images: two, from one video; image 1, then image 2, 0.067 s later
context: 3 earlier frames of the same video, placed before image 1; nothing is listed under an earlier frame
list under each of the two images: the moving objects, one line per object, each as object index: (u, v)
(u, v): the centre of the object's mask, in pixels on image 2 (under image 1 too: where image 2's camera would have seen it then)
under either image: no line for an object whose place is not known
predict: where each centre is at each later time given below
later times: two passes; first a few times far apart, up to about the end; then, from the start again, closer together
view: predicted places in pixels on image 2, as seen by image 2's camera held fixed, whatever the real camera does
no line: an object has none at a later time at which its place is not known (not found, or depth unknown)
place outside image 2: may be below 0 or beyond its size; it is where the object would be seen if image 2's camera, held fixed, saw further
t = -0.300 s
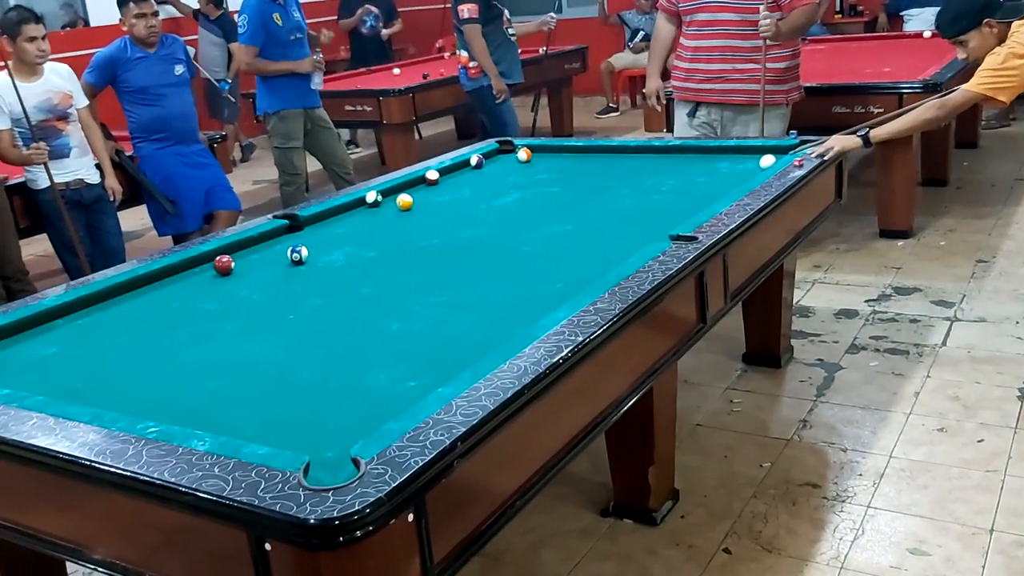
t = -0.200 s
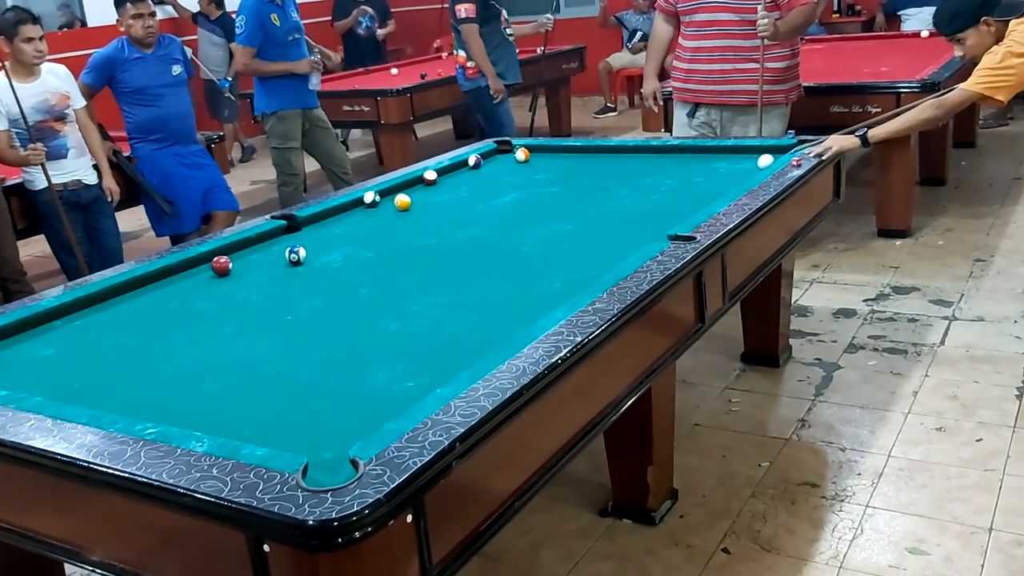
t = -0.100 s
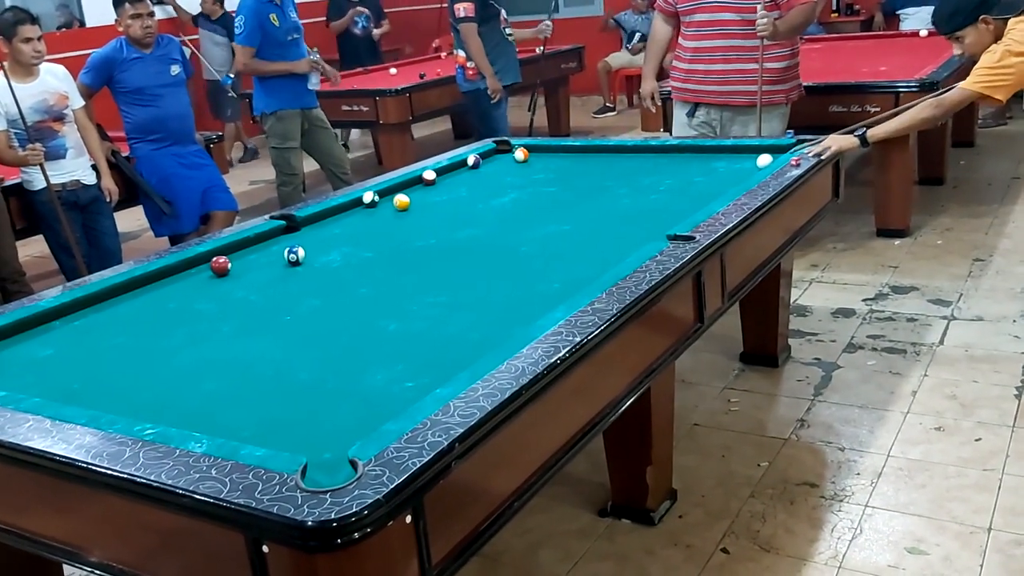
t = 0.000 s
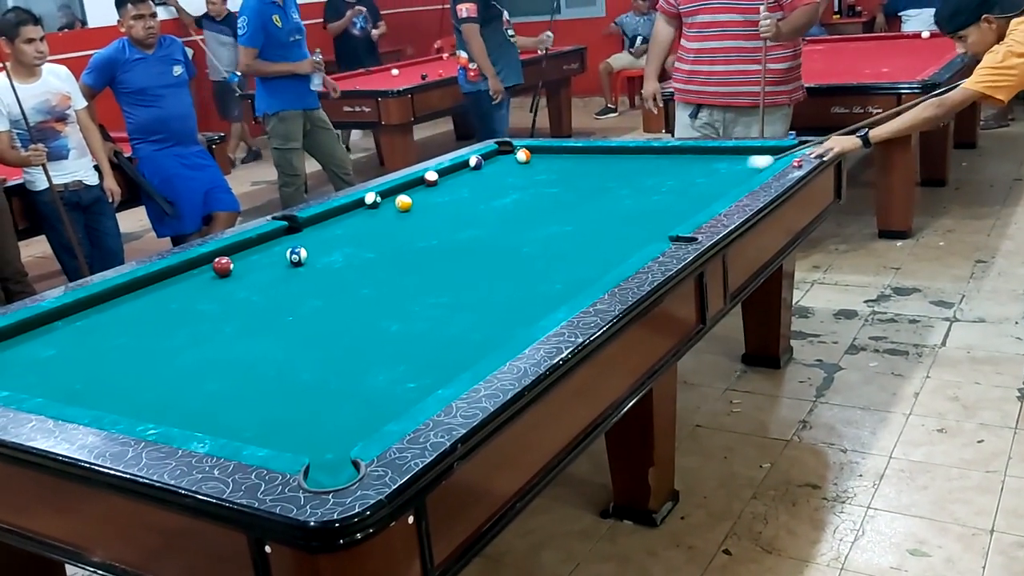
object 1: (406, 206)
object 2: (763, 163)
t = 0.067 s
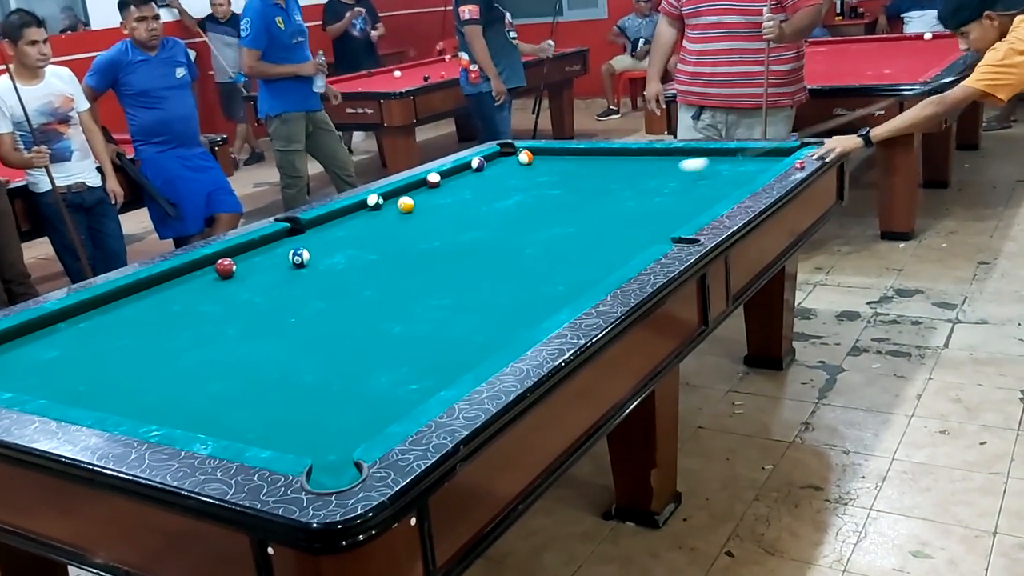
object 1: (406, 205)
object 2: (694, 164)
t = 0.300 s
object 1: (406, 205)
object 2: (469, 195)
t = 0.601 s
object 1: (304, 232)
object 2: (411, 193)
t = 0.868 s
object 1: (278, 257)
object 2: (470, 192)
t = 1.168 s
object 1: (244, 289)
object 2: (533, 191)
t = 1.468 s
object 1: (203, 326)
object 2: (594, 190)
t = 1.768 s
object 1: (156, 370)
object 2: (653, 189)
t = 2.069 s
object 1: (133, 407)
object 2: (710, 188)
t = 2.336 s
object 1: (224, 386)
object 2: (728, 186)
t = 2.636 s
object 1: (313, 364)
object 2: (697, 185)
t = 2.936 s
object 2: (670, 185)
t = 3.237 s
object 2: (647, 184)
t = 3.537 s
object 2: (629, 183)
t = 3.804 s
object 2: (615, 183)
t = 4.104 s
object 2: (602, 183)
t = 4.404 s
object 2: (594, 183)
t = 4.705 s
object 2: (589, 182)
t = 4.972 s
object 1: (553, 286)
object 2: (588, 183)
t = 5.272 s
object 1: (550, 285)
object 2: (587, 183)
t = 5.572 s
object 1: (551, 286)
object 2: (588, 183)
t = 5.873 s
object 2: (588, 183)
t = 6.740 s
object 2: (588, 182)
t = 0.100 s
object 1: (406, 206)
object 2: (660, 170)
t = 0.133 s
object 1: (406, 205)
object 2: (625, 178)
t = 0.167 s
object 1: (406, 205)
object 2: (592, 180)
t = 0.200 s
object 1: (406, 205)
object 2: (561, 184)
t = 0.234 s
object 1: (406, 206)
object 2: (529, 189)
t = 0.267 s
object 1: (406, 205)
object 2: (499, 192)
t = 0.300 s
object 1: (406, 205)
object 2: (469, 195)
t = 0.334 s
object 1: (406, 205)
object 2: (440, 198)
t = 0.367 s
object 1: (398, 205)
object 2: (419, 199)
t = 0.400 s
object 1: (375, 210)
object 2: (414, 197)
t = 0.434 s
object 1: (352, 214)
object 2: (408, 198)
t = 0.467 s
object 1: (330, 219)
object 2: (402, 196)
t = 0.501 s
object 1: (314, 223)
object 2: (395, 195)
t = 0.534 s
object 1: (311, 226)
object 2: (391, 194)
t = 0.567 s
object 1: (307, 229)
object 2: (401, 193)
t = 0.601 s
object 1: (304, 232)
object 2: (411, 193)
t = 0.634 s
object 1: (301, 235)
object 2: (420, 193)
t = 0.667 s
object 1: (298, 237)
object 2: (428, 193)
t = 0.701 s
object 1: (295, 239)
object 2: (435, 192)
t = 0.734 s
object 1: (291, 242)
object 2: (442, 192)
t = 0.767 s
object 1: (287, 246)
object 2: (449, 192)
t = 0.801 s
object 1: (284, 249)
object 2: (456, 192)
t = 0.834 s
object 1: (281, 253)
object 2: (463, 192)
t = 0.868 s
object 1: (278, 257)
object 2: (470, 192)
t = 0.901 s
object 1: (275, 260)
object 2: (477, 192)
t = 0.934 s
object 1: (271, 263)
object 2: (484, 191)
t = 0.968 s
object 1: (267, 267)
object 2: (491, 191)
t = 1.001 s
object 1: (264, 270)
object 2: (498, 191)
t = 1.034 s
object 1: (260, 274)
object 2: (505, 191)
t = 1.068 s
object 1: (256, 278)
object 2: (512, 191)
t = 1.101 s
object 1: (252, 281)
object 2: (519, 191)
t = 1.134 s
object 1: (248, 285)
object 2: (526, 191)
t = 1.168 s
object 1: (244, 289)
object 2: (533, 191)
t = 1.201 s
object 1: (240, 292)
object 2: (539, 190)
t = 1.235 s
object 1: (235, 296)
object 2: (547, 190)
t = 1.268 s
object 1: (231, 300)
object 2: (553, 190)
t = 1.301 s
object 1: (226, 304)
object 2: (560, 190)
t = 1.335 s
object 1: (222, 309)
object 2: (567, 190)
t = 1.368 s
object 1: (217, 312)
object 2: (574, 190)
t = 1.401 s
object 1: (213, 317)
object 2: (581, 190)
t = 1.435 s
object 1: (208, 321)
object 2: (587, 190)
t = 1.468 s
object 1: (203, 326)
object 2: (594, 190)
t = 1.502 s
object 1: (198, 330)
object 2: (600, 190)
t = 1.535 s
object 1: (194, 335)
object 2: (607, 189)
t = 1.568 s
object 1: (189, 340)
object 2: (614, 189)
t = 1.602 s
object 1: (183, 344)
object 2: (620, 189)
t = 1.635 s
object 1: (178, 349)
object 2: (627, 189)
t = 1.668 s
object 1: (173, 355)
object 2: (633, 189)
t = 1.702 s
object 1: (167, 360)
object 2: (640, 189)
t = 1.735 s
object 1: (161, 365)
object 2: (646, 189)
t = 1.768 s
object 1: (156, 370)
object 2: (653, 189)
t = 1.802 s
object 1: (150, 376)
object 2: (659, 188)
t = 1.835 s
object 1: (144, 382)
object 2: (666, 188)
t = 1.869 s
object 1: (138, 388)
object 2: (672, 188)
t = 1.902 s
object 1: (132, 393)
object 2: (679, 188)
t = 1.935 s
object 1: (125, 400)
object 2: (685, 188)
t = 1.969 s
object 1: (119, 404)
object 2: (691, 188)
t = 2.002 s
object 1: (113, 407)
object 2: (698, 188)
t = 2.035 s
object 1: (120, 407)
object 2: (704, 188)
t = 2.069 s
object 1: (133, 407)
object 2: (710, 188)
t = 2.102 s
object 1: (145, 405)
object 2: (717, 188)
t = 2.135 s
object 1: (156, 402)
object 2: (723, 187)
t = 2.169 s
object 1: (168, 399)
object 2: (729, 187)
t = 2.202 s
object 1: (180, 396)
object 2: (734, 186)
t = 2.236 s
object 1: (191, 393)
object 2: (739, 185)
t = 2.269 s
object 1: (202, 391)
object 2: (736, 185)
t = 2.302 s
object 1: (213, 388)
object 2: (733, 185)
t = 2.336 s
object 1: (224, 386)
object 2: (728, 186)
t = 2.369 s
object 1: (234, 383)
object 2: (725, 187)
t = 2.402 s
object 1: (245, 381)
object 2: (722, 187)
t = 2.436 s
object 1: (255, 378)
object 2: (718, 186)
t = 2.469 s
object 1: (265, 375)
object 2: (714, 186)
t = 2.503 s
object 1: (275, 373)
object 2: (710, 186)
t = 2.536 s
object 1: (285, 371)
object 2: (707, 186)
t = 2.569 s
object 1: (294, 368)
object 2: (703, 186)
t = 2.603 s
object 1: (304, 366)
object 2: (700, 186)
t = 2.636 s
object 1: (313, 364)
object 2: (697, 185)
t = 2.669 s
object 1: (322, 362)
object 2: (693, 185)
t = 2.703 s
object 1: (331, 360)
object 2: (690, 186)
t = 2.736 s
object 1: (340, 358)
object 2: (687, 185)
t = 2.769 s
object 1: (348, 355)
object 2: (684, 185)
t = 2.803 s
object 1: (357, 353)
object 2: (681, 185)
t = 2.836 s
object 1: (365, 352)
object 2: (678, 185)
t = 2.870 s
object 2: (675, 185)
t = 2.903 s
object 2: (673, 185)
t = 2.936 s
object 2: (670, 185)
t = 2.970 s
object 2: (667, 184)
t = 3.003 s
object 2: (664, 184)
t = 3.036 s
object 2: (662, 184)
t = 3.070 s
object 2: (659, 184)
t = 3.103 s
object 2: (657, 184)
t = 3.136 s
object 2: (654, 184)
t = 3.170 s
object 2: (652, 184)
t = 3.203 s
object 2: (649, 184)
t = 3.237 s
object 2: (647, 184)
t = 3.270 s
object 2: (645, 184)
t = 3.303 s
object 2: (643, 184)
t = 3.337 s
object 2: (641, 183)
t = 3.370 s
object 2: (639, 183)
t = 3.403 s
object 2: (637, 184)
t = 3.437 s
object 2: (635, 183)
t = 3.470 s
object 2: (633, 183)
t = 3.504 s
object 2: (631, 183)
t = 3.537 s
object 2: (629, 183)
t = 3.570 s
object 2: (627, 183)
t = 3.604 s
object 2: (625, 183)
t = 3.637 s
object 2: (624, 183)
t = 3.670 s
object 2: (621, 183)
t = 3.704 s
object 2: (620, 183)
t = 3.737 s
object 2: (618, 183)
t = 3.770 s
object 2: (616, 183)
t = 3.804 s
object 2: (615, 183)
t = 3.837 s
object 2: (614, 183)
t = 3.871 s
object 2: (612, 183)
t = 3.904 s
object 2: (611, 183)
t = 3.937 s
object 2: (609, 183)
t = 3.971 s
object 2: (608, 183)
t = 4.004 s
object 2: (607, 183)
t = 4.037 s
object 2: (605, 183)
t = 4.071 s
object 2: (604, 183)
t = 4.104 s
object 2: (602, 183)
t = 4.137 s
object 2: (601, 183)
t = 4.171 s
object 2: (600, 183)
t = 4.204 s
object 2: (598, 183)
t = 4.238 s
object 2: (597, 183)
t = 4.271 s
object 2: (597, 183)
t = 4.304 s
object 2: (596, 183)
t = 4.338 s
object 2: (595, 183)
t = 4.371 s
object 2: (595, 183)
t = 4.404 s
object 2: (594, 183)
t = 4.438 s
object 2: (593, 183)
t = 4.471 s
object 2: (593, 183)
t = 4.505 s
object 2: (592, 183)
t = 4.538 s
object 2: (591, 183)
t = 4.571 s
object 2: (591, 183)
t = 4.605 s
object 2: (590, 183)
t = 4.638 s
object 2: (590, 183)
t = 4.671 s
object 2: (590, 182)
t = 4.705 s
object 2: (589, 182)
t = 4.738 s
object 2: (589, 183)
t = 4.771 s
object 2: (588, 183)
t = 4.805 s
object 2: (588, 183)
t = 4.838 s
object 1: (554, 286)
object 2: (588, 182)
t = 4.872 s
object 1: (554, 286)
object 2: (588, 183)
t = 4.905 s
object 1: (554, 286)
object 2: (588, 183)
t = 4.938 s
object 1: (553, 286)
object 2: (588, 183)
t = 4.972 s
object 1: (553, 286)
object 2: (588, 183)
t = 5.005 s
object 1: (552, 286)
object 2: (588, 183)
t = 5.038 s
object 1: (552, 286)
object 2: (588, 183)
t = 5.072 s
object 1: (551, 286)
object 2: (588, 183)
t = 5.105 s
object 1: (551, 285)
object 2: (588, 183)
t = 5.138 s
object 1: (551, 285)
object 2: (587, 183)
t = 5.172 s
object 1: (550, 285)
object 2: (588, 183)
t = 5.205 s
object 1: (550, 285)
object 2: (587, 183)
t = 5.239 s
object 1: (551, 285)
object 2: (588, 183)
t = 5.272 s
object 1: (550, 285)
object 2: (587, 183)
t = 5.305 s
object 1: (551, 285)
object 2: (587, 183)
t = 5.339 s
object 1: (551, 285)
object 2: (587, 183)
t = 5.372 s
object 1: (551, 285)
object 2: (588, 183)
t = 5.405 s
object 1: (551, 285)
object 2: (588, 182)
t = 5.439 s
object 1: (551, 286)
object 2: (588, 183)
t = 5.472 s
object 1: (551, 286)
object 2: (587, 183)
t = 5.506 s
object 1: (551, 286)
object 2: (587, 183)
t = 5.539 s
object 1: (551, 286)
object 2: (587, 183)
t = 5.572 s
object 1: (551, 286)
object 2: (588, 183)
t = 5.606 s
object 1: (551, 286)
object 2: (588, 182)
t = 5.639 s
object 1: (551, 286)
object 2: (587, 183)
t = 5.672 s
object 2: (587, 183)
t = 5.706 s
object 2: (587, 183)
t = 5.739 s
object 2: (588, 183)
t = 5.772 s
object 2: (588, 183)
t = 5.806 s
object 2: (588, 183)
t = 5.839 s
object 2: (588, 182)
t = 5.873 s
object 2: (588, 183)
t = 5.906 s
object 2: (588, 182)
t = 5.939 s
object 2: (588, 183)
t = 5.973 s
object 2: (588, 182)
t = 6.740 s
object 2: (588, 182)
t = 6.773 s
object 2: (588, 182)
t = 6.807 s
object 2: (588, 182)
